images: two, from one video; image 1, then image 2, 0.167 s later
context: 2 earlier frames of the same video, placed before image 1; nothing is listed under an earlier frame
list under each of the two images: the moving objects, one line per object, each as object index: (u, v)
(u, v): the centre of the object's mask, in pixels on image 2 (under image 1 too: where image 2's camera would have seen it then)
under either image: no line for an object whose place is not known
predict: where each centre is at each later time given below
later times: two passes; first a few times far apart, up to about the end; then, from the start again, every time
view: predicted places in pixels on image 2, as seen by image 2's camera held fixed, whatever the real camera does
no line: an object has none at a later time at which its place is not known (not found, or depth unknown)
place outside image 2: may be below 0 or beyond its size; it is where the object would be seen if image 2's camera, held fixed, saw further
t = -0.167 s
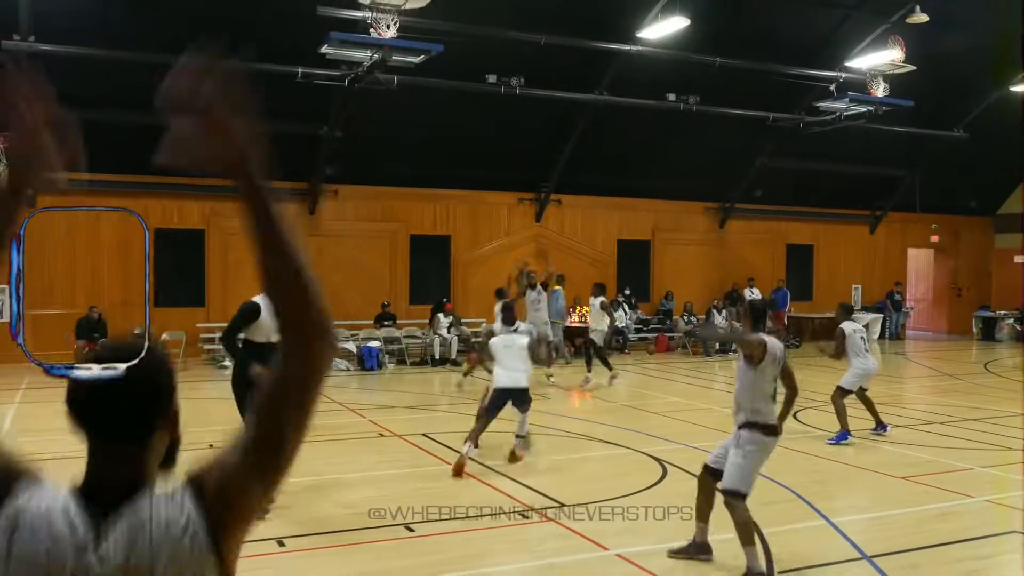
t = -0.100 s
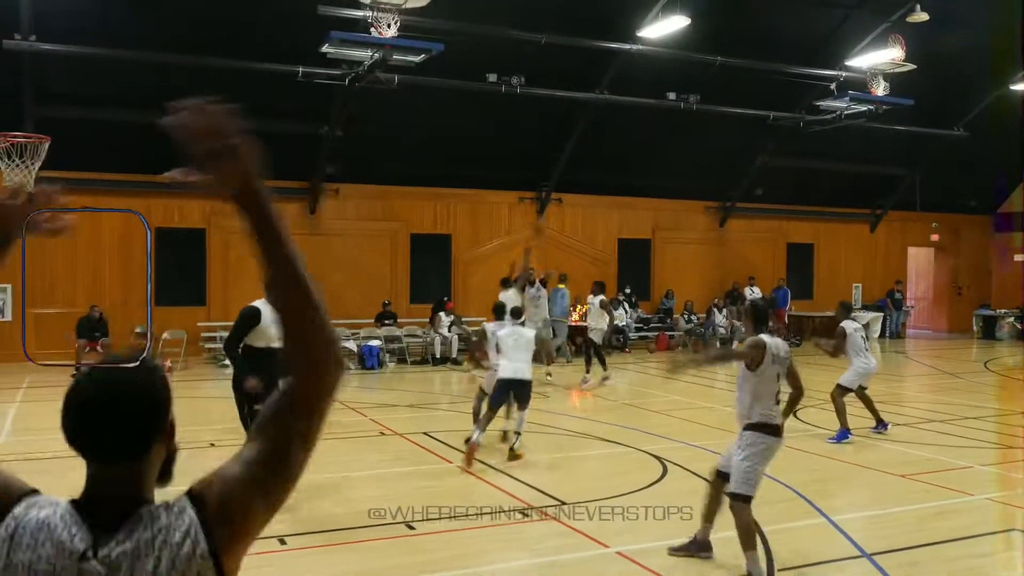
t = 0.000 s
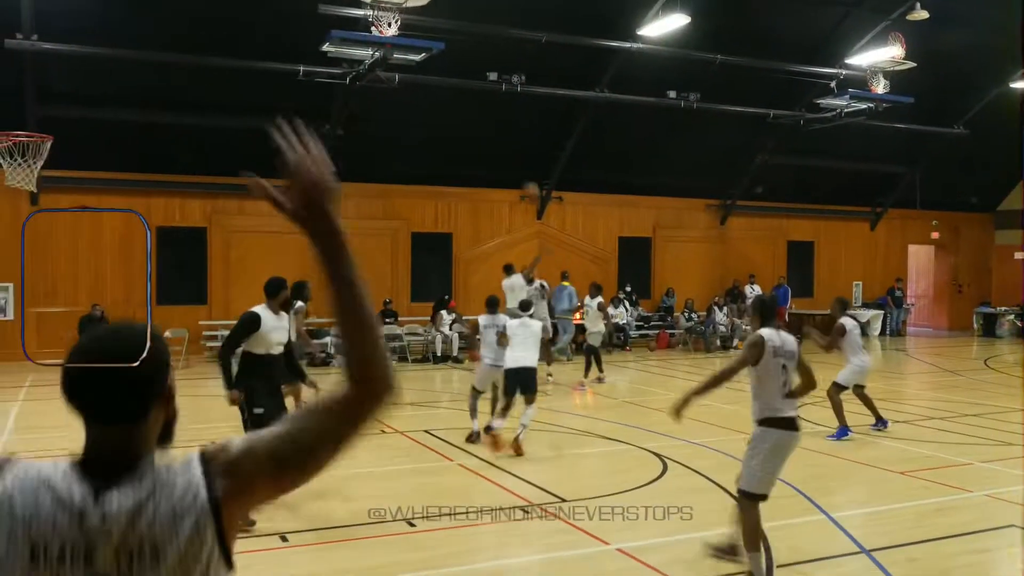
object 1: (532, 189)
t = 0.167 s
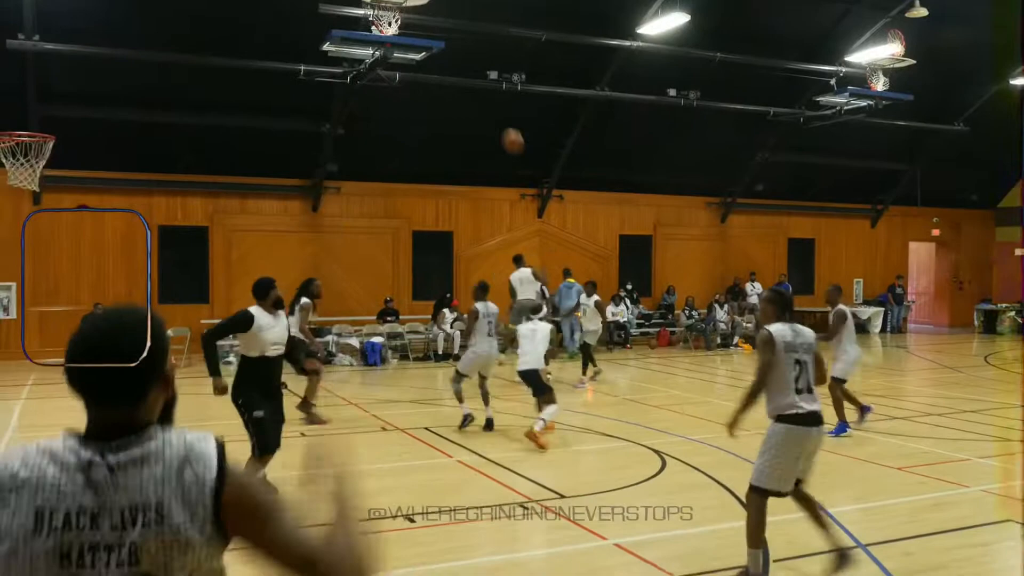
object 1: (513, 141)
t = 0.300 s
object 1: (490, 104)
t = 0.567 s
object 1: (400, 50)
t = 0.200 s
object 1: (508, 132)
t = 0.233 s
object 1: (502, 122)
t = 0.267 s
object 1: (496, 113)
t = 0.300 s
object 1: (490, 104)
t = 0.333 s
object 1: (481, 95)
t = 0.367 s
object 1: (474, 87)
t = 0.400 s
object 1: (465, 79)
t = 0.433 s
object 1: (454, 72)
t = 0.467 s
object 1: (443, 65)
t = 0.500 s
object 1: (431, 61)
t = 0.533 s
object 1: (417, 54)
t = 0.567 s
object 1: (400, 50)
